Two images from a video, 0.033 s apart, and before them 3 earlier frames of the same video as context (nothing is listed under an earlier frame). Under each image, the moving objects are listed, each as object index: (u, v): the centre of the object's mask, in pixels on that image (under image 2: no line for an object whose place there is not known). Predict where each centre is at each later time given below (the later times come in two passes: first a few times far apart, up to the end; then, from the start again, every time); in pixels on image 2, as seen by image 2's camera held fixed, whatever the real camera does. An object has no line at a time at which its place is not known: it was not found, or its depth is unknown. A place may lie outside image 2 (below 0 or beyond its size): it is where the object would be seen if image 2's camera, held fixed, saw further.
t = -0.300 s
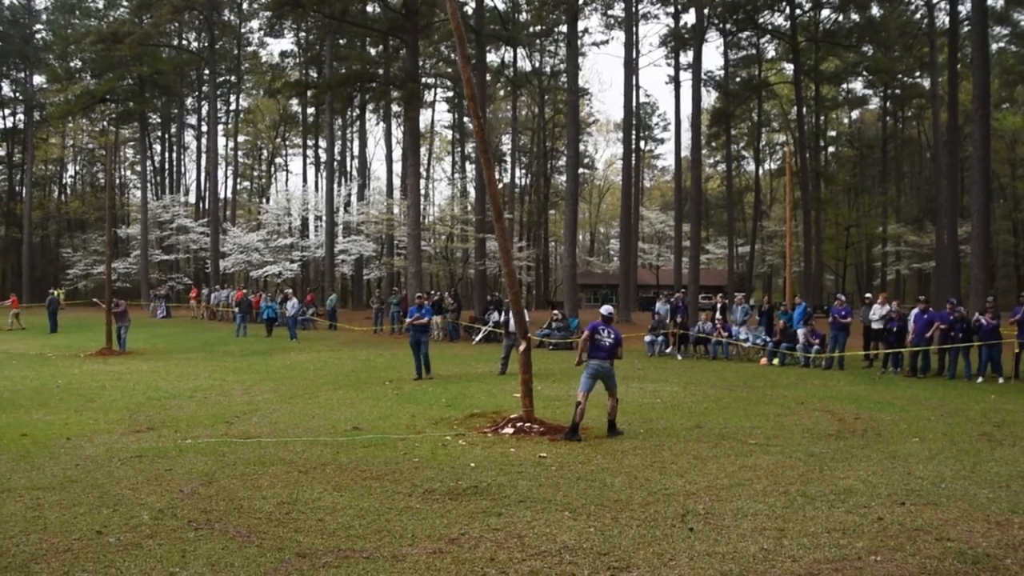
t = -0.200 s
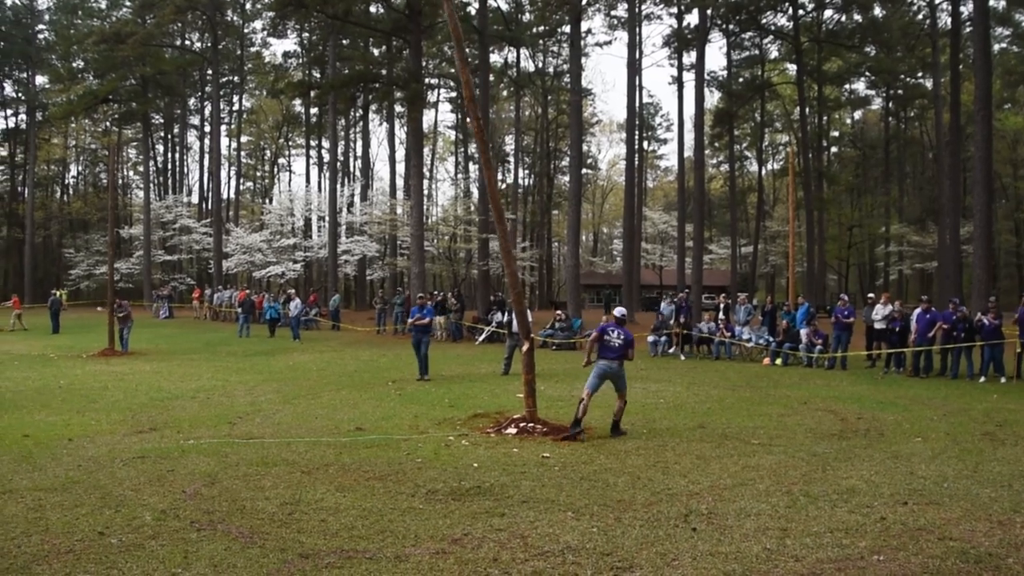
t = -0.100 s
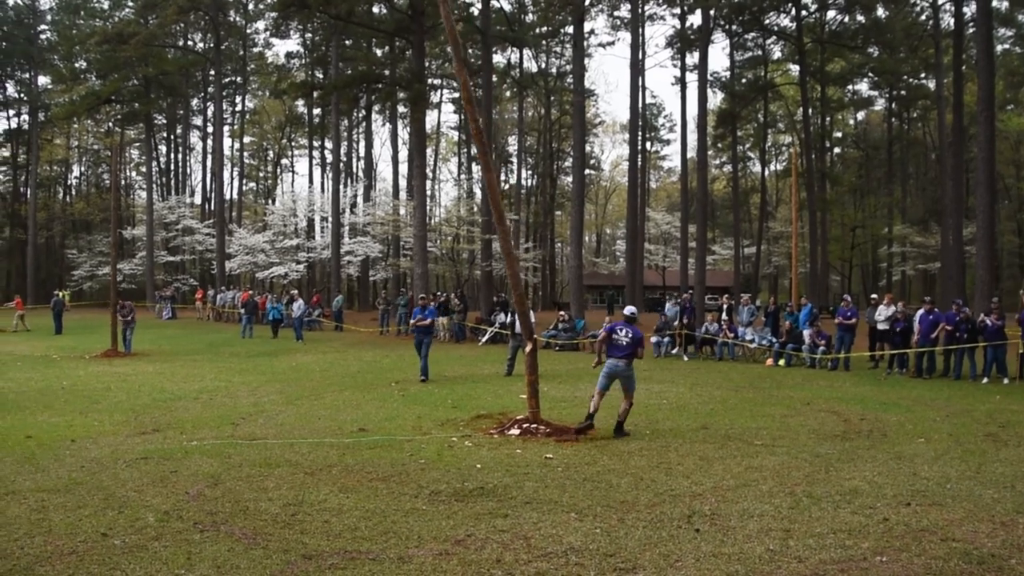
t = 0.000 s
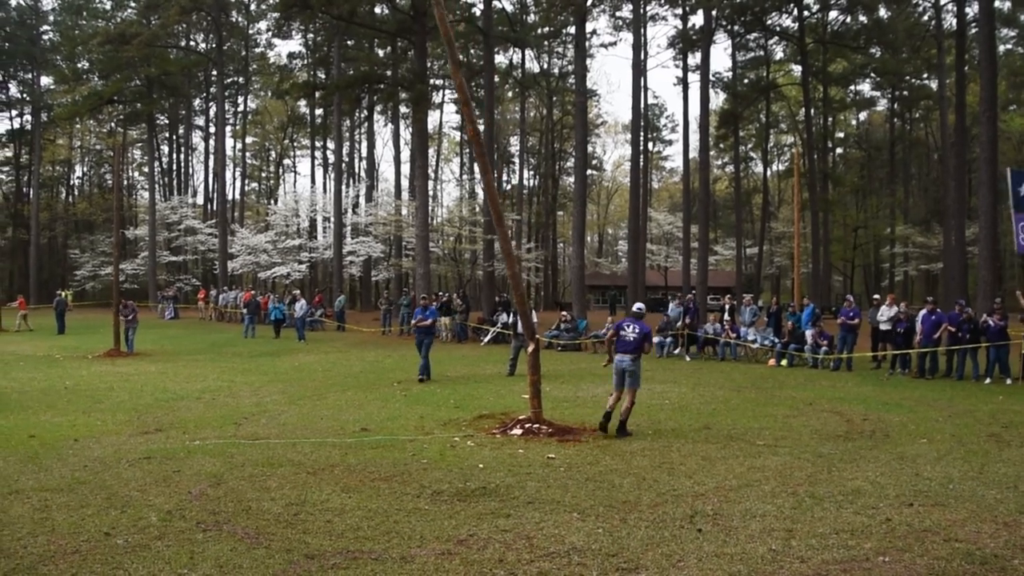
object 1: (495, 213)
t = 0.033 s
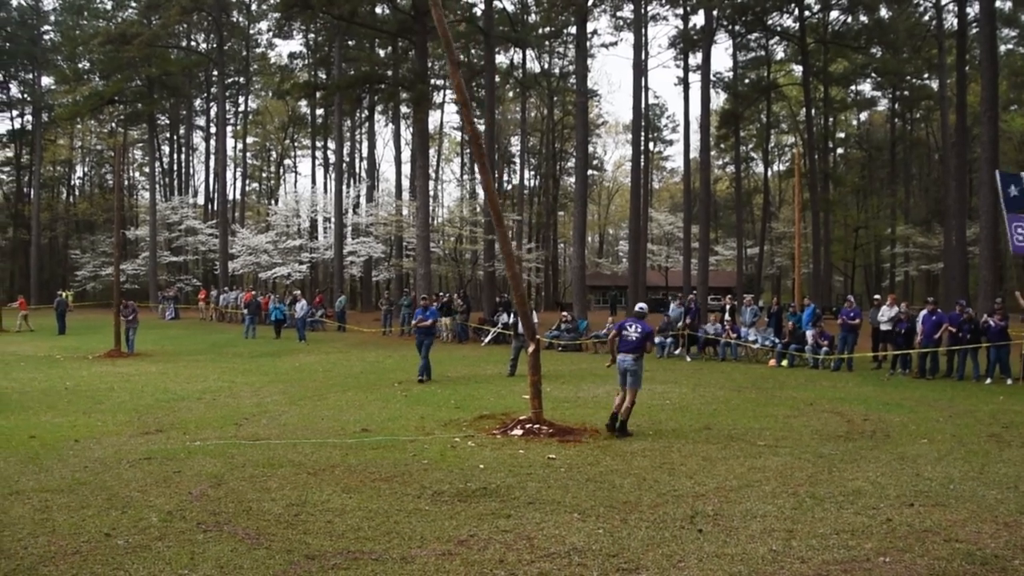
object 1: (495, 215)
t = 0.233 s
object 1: (485, 213)
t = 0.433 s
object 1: (470, 211)
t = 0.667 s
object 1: (451, 222)
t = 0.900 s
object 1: (422, 243)
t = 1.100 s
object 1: (397, 278)
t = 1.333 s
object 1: (367, 348)
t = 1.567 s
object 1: (352, 419)
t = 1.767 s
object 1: (356, 411)
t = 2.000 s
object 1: (348, 418)
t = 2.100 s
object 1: (347, 422)
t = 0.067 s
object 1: (494, 215)
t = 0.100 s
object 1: (491, 215)
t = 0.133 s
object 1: (490, 215)
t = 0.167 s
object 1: (488, 214)
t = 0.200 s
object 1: (486, 214)
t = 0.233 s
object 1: (485, 213)
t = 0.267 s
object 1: (483, 215)
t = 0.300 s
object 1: (480, 213)
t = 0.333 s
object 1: (478, 213)
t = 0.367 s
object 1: (477, 215)
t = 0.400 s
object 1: (473, 212)
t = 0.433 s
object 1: (470, 211)
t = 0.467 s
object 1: (467, 212)
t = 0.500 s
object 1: (465, 213)
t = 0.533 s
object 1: (462, 213)
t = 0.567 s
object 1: (460, 217)
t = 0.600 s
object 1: (454, 214)
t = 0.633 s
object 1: (455, 222)
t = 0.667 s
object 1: (451, 222)
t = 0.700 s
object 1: (448, 225)
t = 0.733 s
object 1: (445, 229)
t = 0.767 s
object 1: (441, 231)
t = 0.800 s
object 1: (436, 233)
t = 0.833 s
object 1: (434, 238)
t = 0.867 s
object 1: (426, 238)
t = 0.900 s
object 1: (422, 243)
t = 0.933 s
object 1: (420, 249)
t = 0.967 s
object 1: (415, 254)
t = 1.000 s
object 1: (408, 258)
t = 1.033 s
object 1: (403, 263)
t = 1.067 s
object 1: (400, 270)
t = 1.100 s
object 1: (397, 278)
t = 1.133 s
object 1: (392, 285)
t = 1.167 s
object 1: (384, 292)
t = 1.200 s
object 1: (383, 302)
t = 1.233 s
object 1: (380, 313)
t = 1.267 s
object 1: (378, 324)
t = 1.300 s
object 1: (374, 336)
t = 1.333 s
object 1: (367, 348)
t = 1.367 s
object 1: (361, 362)
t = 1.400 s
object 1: (360, 376)
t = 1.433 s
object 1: (355, 391)
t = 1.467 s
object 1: (356, 404)
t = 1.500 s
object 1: (353, 410)
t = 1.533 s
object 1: (353, 414)
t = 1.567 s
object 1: (352, 419)
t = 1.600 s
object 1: (356, 415)
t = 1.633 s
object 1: (356, 413)
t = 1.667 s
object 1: (353, 412)
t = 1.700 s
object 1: (352, 412)
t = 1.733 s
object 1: (352, 412)
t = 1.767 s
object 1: (356, 411)
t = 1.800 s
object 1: (353, 411)
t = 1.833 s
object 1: (351, 411)
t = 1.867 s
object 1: (350, 411)
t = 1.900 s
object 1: (350, 412)
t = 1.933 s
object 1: (350, 413)
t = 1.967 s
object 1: (349, 415)
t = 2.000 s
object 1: (348, 418)
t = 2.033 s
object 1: (348, 421)
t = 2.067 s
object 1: (348, 424)
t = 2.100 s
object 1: (347, 422)
